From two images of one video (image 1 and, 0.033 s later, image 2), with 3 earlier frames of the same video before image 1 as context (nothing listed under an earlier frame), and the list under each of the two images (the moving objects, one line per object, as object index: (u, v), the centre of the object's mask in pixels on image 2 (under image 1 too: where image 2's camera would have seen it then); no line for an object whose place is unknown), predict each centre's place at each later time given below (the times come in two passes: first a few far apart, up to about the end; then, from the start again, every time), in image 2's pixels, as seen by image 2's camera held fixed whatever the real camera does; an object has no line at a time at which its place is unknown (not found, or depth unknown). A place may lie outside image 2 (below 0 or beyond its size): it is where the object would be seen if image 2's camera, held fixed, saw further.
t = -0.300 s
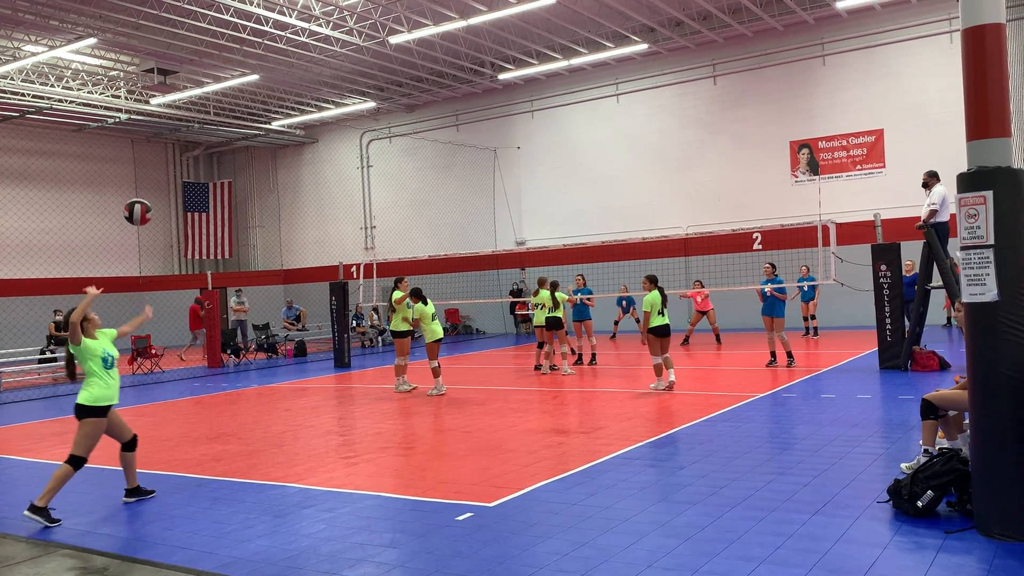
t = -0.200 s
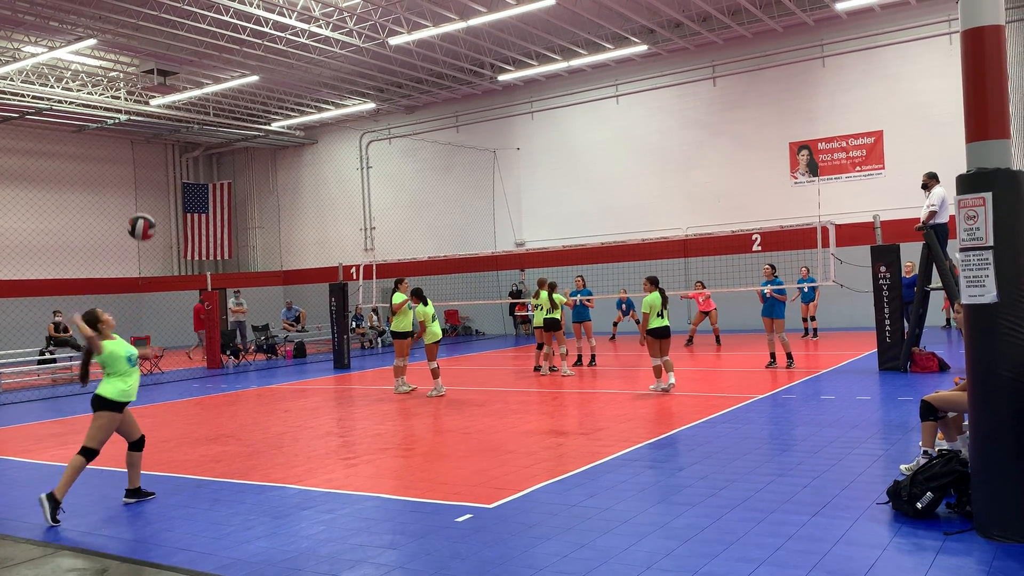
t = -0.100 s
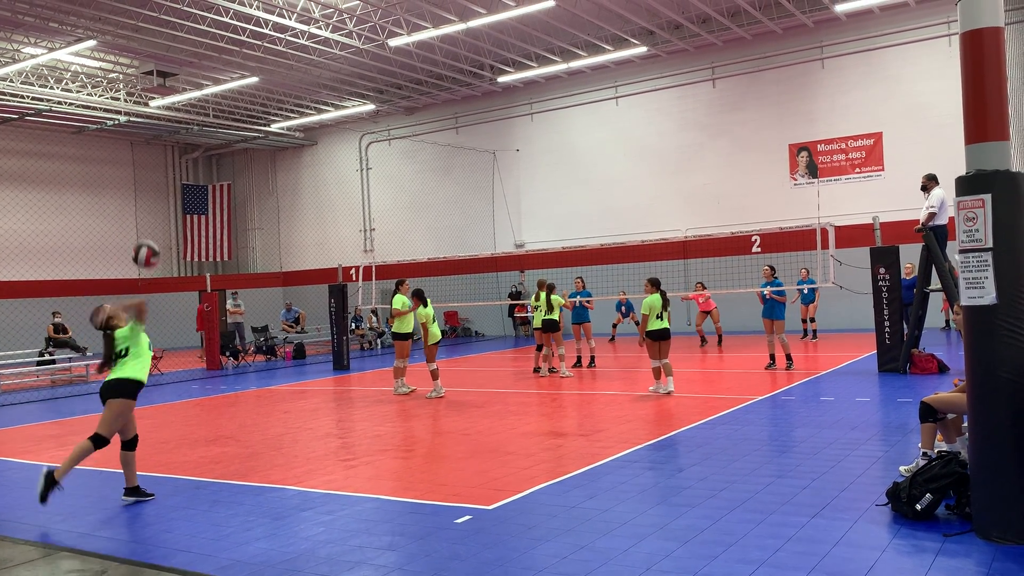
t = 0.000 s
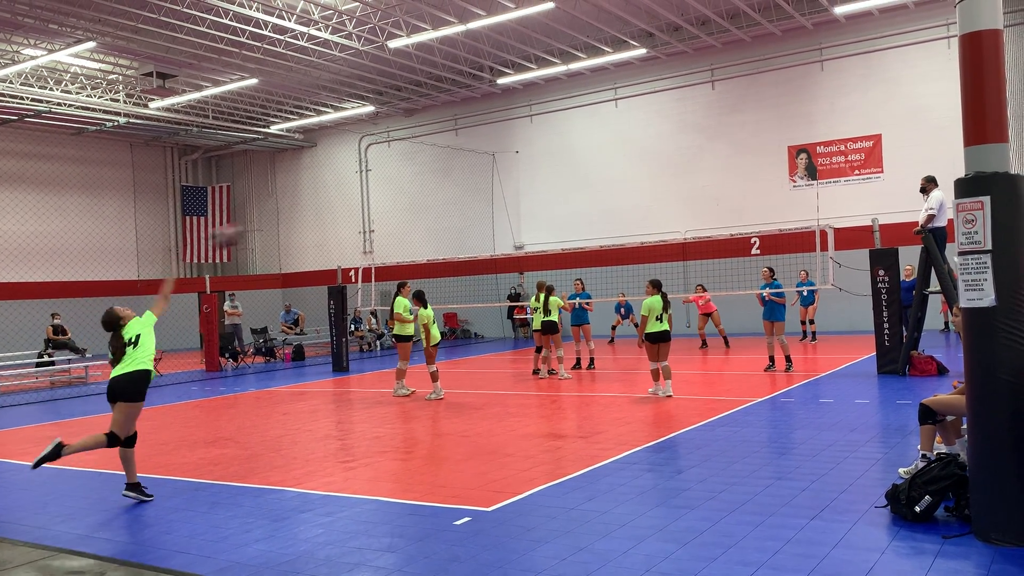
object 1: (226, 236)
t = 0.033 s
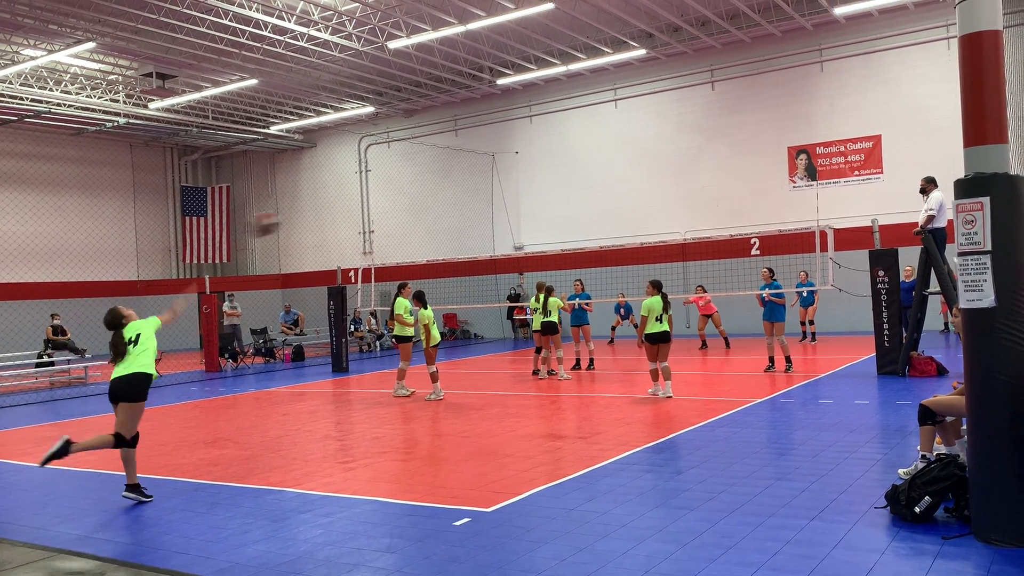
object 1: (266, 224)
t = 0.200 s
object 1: (413, 186)
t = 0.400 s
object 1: (536, 184)
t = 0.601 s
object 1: (625, 209)
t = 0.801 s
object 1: (691, 252)
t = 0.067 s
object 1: (298, 214)
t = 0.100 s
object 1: (331, 204)
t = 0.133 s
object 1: (360, 197)
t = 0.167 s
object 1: (388, 191)
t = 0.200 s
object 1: (413, 186)
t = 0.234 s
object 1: (437, 184)
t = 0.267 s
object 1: (459, 182)
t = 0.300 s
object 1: (481, 181)
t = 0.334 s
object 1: (500, 182)
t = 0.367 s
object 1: (519, 182)
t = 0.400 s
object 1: (536, 184)
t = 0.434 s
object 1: (553, 187)
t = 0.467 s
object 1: (569, 190)
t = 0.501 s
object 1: (584, 193)
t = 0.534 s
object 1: (599, 198)
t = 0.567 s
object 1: (612, 203)
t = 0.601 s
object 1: (625, 209)
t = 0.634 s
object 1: (637, 215)
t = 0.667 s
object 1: (650, 222)
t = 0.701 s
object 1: (661, 229)
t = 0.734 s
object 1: (671, 236)
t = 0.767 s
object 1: (681, 244)
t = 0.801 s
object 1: (691, 252)
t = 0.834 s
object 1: (702, 262)
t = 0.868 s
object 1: (710, 270)
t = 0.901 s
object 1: (717, 277)
